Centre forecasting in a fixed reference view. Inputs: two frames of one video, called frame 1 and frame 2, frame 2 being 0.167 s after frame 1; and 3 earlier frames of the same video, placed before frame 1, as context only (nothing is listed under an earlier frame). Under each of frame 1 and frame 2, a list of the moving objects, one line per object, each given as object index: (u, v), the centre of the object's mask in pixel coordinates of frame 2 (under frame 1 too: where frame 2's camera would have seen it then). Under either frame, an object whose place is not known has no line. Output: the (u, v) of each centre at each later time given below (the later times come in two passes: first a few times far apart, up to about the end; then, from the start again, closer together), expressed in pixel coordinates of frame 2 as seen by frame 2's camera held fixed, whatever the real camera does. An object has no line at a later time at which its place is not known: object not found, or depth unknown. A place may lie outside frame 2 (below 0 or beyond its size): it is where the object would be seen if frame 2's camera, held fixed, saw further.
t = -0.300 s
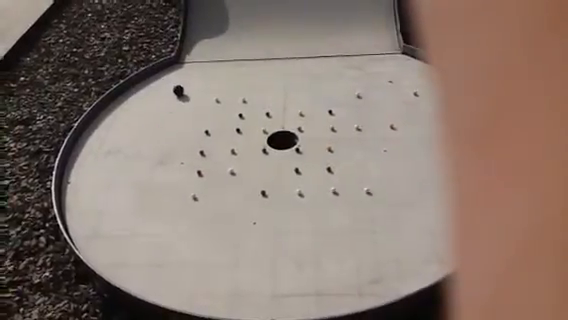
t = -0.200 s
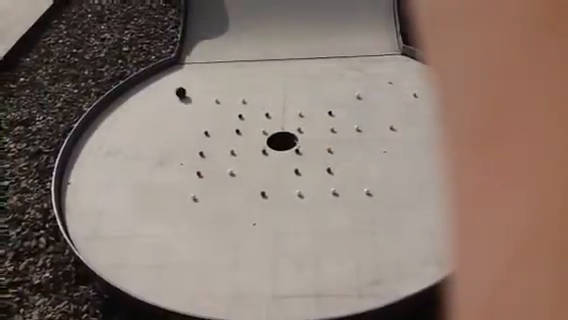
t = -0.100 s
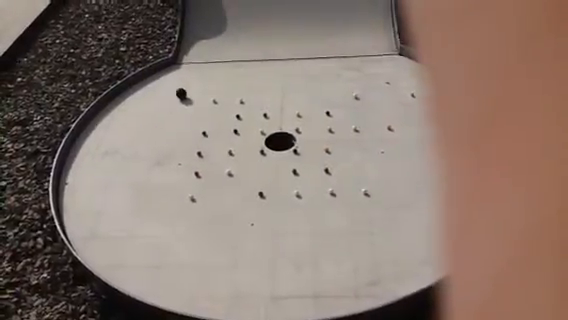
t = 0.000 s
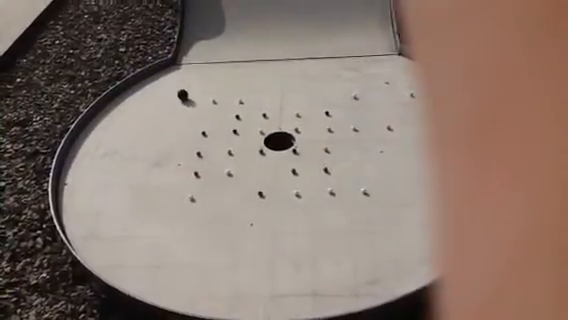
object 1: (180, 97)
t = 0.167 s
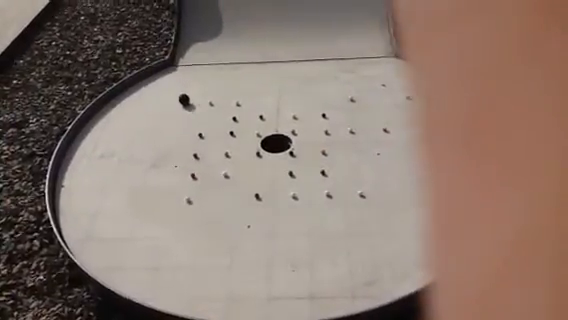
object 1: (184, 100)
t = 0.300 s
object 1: (187, 101)
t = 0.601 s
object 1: (194, 107)
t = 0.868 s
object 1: (201, 111)
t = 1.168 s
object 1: (208, 117)
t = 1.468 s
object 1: (216, 123)
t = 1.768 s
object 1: (225, 130)
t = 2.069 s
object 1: (232, 136)
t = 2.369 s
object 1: (238, 143)
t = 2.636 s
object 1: (245, 151)
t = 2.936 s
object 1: (254, 158)
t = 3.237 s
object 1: (265, 163)
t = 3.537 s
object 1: (275, 169)
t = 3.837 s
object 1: (286, 174)
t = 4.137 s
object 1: (294, 178)
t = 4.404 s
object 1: (300, 180)
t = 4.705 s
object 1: (306, 182)
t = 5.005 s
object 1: (310, 182)
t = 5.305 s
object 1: (315, 182)
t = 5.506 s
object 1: (317, 180)
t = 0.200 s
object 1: (185, 99)
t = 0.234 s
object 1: (185, 101)
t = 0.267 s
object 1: (186, 101)
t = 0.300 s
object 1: (187, 101)
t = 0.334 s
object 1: (187, 102)
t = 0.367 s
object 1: (188, 103)
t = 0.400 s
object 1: (189, 103)
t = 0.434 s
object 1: (190, 104)
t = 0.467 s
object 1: (190, 104)
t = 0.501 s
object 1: (191, 105)
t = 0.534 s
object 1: (192, 105)
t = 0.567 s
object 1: (193, 106)
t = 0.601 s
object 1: (194, 107)
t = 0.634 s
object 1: (195, 107)
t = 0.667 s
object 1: (195, 108)
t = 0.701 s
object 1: (196, 108)
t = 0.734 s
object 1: (197, 109)
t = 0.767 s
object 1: (198, 109)
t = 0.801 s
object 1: (199, 110)
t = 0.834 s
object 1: (200, 110)
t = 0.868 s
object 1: (201, 111)
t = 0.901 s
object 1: (201, 112)
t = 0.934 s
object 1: (202, 112)
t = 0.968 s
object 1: (203, 113)
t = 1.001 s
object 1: (204, 113)
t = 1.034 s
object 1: (204, 114)
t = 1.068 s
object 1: (205, 115)
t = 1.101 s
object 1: (206, 116)
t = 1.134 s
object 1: (207, 117)
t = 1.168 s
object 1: (208, 117)
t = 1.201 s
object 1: (208, 117)
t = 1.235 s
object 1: (209, 118)
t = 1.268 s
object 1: (210, 119)
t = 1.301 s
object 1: (211, 119)
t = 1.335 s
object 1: (212, 121)
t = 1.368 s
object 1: (213, 121)
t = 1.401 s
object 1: (214, 122)
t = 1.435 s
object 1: (215, 123)
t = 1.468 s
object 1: (216, 123)
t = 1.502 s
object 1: (217, 124)
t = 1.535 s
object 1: (218, 125)
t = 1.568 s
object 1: (219, 126)
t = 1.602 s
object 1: (220, 126)
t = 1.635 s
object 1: (221, 127)
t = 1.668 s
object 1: (222, 128)
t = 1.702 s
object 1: (223, 128)
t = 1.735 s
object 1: (224, 129)
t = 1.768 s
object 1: (225, 130)
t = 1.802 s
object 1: (226, 130)
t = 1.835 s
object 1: (227, 131)
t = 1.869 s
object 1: (228, 132)
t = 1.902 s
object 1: (228, 133)
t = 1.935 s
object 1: (229, 134)
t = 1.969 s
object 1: (230, 134)
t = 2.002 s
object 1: (231, 135)
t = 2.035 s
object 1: (232, 136)
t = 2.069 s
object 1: (232, 136)
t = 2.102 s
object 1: (232, 137)
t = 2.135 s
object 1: (233, 138)
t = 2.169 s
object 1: (234, 139)
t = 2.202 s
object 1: (234, 139)
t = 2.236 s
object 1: (235, 140)
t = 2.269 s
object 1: (236, 141)
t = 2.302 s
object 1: (237, 142)
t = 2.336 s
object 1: (238, 142)
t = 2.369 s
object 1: (238, 143)
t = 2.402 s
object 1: (239, 144)
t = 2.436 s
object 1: (240, 144)
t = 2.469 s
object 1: (241, 146)
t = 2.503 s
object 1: (242, 147)
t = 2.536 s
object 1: (243, 148)
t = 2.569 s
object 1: (243, 149)
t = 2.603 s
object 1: (244, 150)
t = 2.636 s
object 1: (245, 151)
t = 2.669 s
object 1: (246, 151)
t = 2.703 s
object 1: (247, 152)
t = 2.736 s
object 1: (248, 153)
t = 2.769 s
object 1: (249, 154)
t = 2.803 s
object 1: (250, 154)
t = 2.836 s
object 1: (251, 155)
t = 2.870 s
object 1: (252, 155)
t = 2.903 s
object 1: (253, 156)
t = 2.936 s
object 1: (254, 158)
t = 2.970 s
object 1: (256, 158)
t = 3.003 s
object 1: (257, 158)
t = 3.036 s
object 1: (258, 159)
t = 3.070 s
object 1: (259, 159)
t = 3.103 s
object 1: (260, 160)
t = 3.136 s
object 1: (262, 161)
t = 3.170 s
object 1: (262, 162)
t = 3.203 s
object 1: (263, 162)
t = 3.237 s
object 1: (265, 163)
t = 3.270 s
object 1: (266, 164)
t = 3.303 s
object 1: (267, 165)
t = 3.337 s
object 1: (269, 165)
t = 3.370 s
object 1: (270, 166)
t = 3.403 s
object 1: (271, 167)
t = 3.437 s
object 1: (272, 167)
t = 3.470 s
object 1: (273, 168)
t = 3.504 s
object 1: (274, 169)
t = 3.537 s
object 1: (275, 169)
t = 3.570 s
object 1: (277, 170)
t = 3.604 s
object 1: (278, 170)
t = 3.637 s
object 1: (279, 171)
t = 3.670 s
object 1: (281, 171)
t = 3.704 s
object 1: (282, 172)
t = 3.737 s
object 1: (283, 173)
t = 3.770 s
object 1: (285, 173)
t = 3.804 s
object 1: (286, 174)
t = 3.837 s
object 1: (286, 174)
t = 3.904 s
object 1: (288, 175)
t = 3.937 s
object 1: (289, 175)
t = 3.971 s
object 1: (290, 176)
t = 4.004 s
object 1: (291, 176)
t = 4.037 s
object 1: (292, 177)
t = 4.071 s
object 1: (292, 177)
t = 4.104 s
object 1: (293, 177)
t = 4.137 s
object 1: (294, 178)
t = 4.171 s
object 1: (295, 178)
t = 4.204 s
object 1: (295, 178)
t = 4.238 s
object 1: (296, 178)
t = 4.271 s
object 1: (297, 178)
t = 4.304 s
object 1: (298, 179)
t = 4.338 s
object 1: (298, 179)
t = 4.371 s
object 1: (299, 180)
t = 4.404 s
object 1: (300, 180)
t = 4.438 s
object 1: (300, 180)
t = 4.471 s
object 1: (301, 180)
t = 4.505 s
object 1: (302, 181)
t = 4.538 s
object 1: (302, 181)
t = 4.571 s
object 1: (303, 181)
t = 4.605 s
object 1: (304, 182)
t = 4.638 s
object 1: (305, 182)
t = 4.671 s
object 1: (305, 182)
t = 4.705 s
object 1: (306, 182)
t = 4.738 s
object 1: (306, 182)
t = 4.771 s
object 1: (307, 182)
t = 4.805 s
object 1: (307, 182)
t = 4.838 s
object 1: (308, 182)
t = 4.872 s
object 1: (309, 182)
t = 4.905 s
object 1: (309, 183)
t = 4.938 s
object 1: (310, 182)
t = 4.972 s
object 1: (310, 182)
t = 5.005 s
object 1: (310, 182)
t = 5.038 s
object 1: (311, 182)
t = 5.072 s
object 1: (312, 182)
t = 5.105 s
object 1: (312, 183)
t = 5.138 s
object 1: (312, 182)
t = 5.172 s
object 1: (313, 182)
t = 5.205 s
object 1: (314, 182)
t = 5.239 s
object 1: (315, 182)
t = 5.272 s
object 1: (315, 182)
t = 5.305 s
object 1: (315, 182)
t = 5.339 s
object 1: (316, 182)
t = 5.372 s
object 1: (316, 181)
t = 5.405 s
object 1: (316, 181)
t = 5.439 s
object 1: (317, 181)
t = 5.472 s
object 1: (317, 181)
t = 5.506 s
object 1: (317, 180)
